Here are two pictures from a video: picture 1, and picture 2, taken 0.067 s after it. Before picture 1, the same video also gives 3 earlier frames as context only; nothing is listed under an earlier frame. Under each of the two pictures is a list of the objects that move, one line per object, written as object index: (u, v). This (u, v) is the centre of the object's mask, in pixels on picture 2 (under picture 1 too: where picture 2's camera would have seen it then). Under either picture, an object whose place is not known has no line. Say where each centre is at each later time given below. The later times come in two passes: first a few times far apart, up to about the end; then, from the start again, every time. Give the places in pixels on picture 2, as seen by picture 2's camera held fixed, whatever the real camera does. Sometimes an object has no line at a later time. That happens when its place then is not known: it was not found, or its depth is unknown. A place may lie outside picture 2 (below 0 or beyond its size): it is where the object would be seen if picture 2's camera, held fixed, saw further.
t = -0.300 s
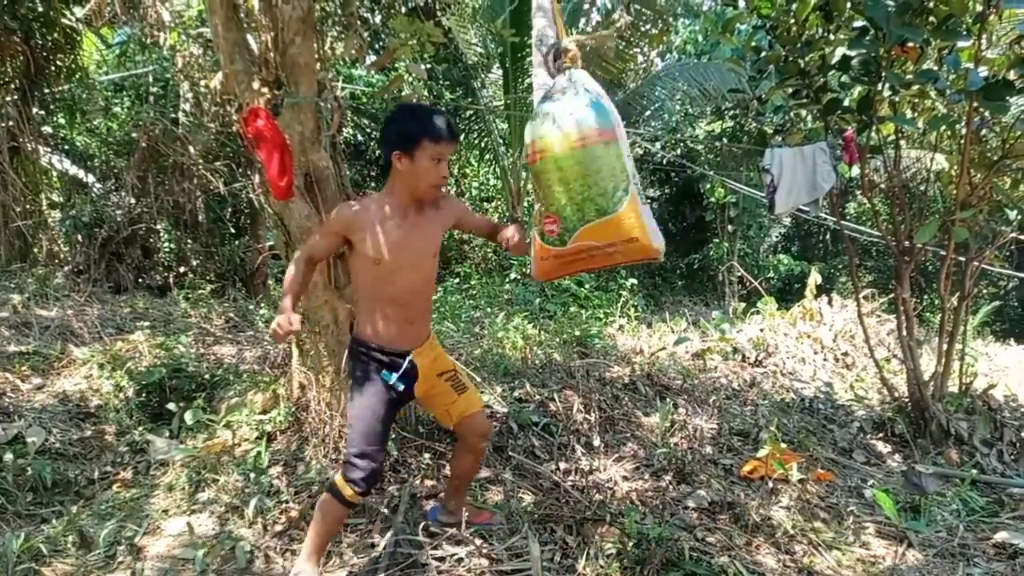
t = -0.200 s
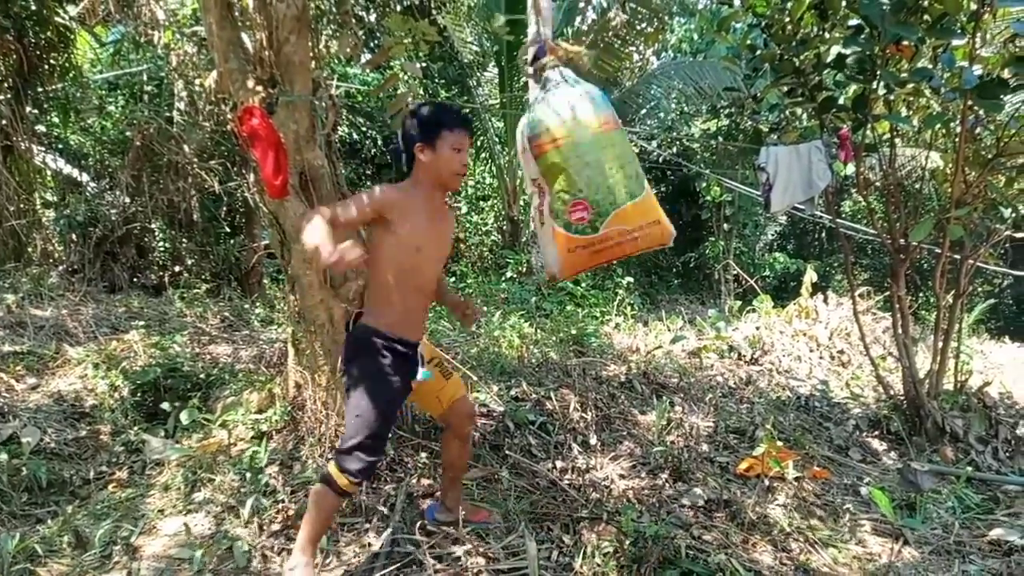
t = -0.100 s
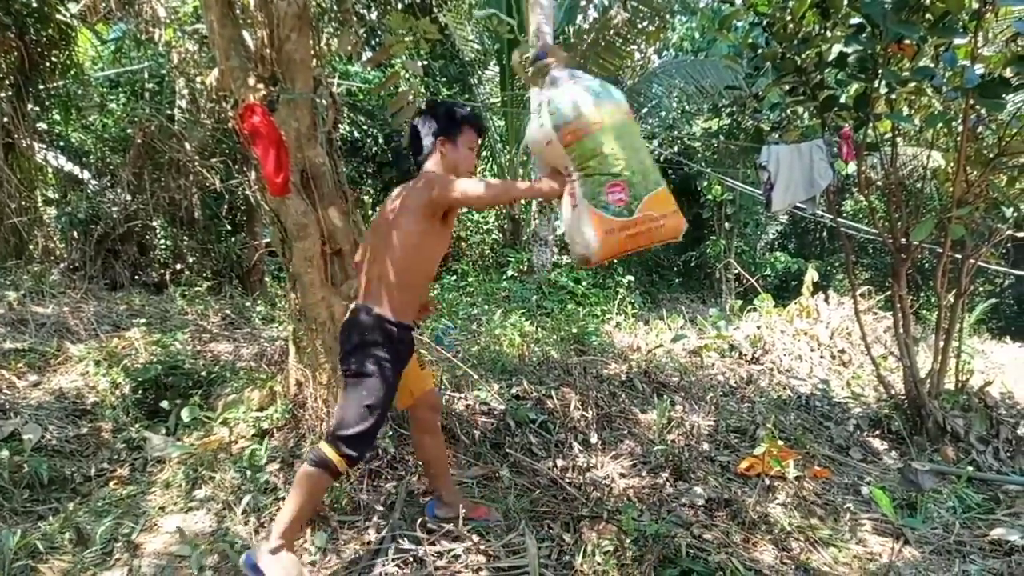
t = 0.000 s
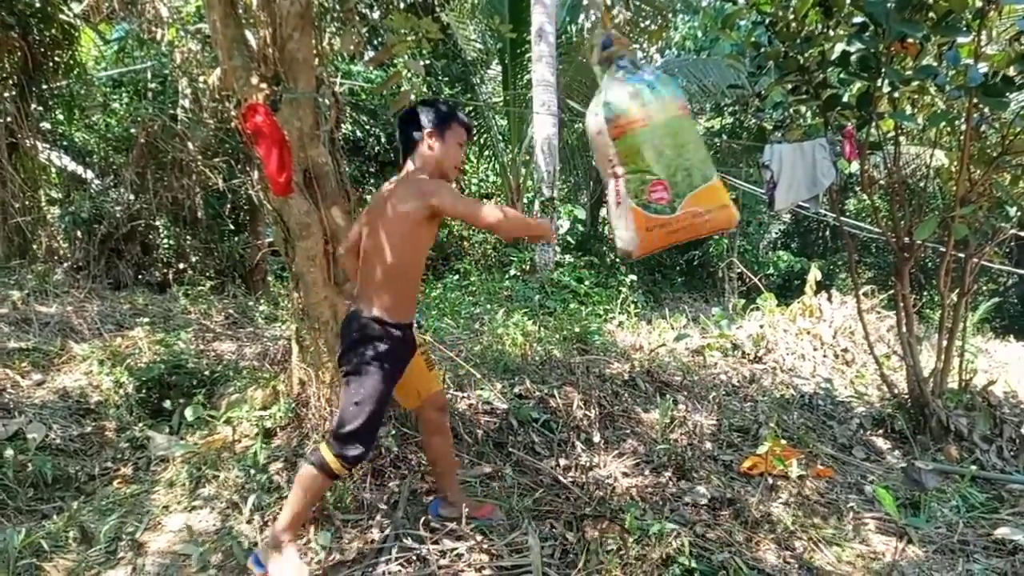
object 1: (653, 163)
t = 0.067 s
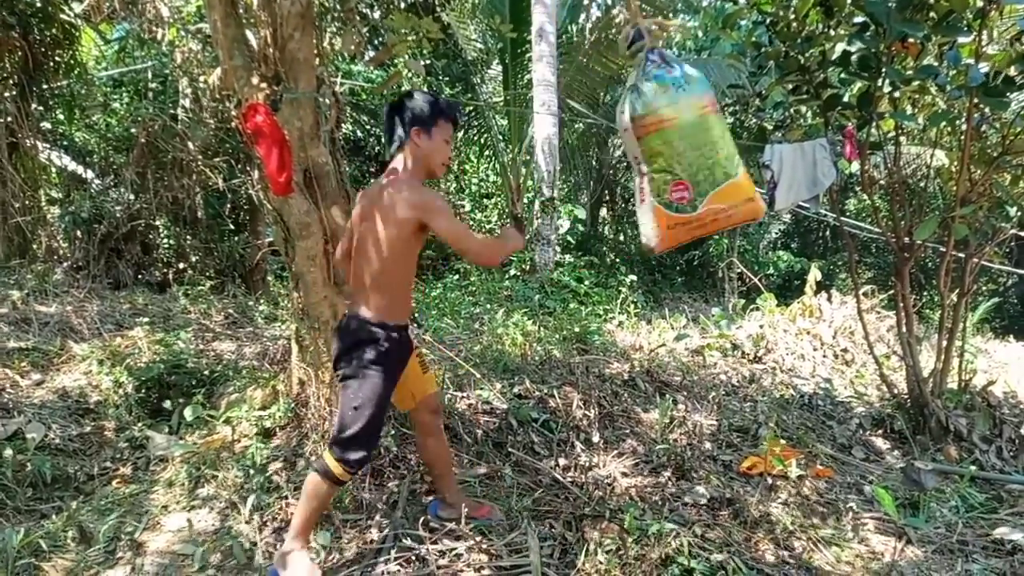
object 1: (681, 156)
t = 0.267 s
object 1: (730, 137)
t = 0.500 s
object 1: (737, 124)
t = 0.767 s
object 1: (694, 129)
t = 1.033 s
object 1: (618, 154)
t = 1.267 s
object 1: (535, 181)
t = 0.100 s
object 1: (693, 152)
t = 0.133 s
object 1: (703, 149)
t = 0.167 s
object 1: (711, 147)
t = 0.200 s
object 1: (720, 143)
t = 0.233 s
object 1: (725, 139)
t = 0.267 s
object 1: (730, 137)
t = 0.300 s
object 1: (734, 135)
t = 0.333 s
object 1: (738, 132)
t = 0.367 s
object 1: (740, 130)
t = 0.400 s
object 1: (741, 128)
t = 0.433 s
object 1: (741, 126)
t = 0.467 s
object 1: (739, 125)
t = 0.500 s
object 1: (737, 124)
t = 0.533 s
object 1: (735, 124)
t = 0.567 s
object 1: (732, 124)
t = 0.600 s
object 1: (728, 124)
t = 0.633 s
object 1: (722, 125)
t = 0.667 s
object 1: (715, 125)
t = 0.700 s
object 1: (709, 127)
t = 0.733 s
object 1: (702, 128)
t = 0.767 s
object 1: (694, 129)
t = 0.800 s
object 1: (686, 131)
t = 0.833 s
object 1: (677, 134)
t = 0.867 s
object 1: (668, 136)
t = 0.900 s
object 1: (660, 139)
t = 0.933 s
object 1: (650, 143)
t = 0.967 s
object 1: (639, 146)
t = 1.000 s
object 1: (629, 152)
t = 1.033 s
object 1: (618, 154)
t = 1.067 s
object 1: (608, 159)
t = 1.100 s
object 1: (596, 162)
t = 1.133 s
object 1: (585, 166)
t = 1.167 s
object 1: (572, 171)
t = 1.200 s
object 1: (558, 174)
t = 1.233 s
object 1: (546, 178)
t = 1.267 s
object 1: (535, 181)
